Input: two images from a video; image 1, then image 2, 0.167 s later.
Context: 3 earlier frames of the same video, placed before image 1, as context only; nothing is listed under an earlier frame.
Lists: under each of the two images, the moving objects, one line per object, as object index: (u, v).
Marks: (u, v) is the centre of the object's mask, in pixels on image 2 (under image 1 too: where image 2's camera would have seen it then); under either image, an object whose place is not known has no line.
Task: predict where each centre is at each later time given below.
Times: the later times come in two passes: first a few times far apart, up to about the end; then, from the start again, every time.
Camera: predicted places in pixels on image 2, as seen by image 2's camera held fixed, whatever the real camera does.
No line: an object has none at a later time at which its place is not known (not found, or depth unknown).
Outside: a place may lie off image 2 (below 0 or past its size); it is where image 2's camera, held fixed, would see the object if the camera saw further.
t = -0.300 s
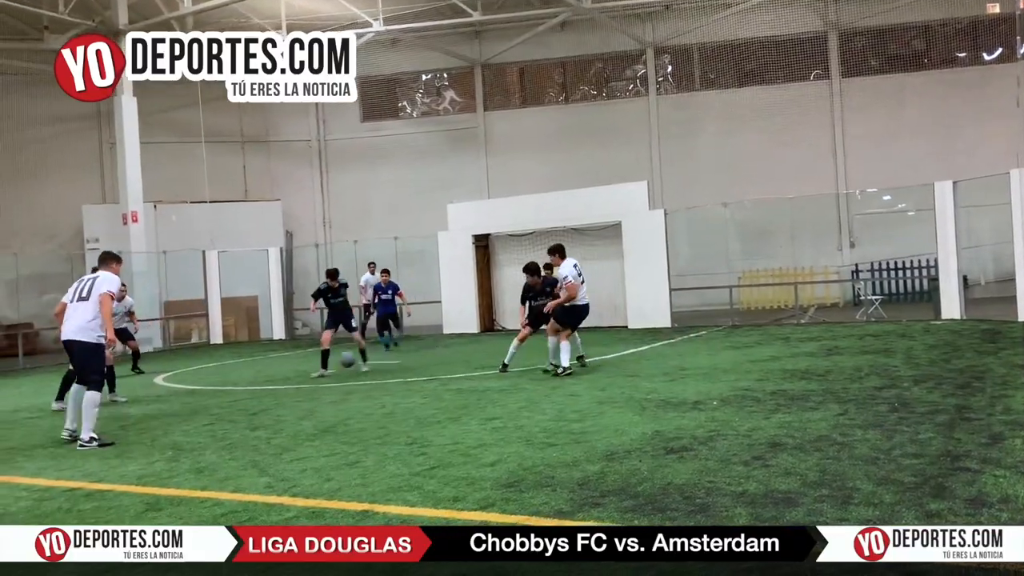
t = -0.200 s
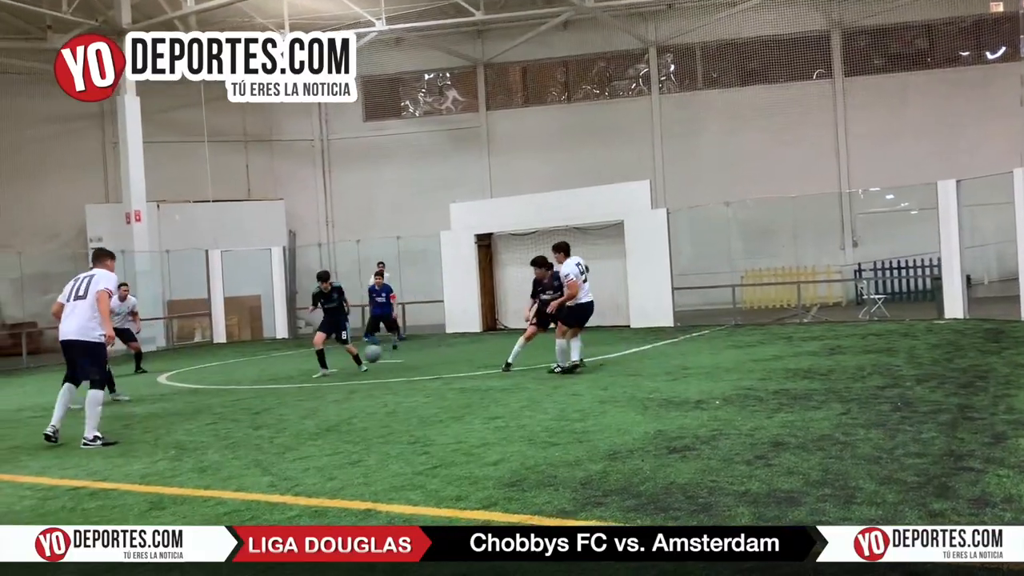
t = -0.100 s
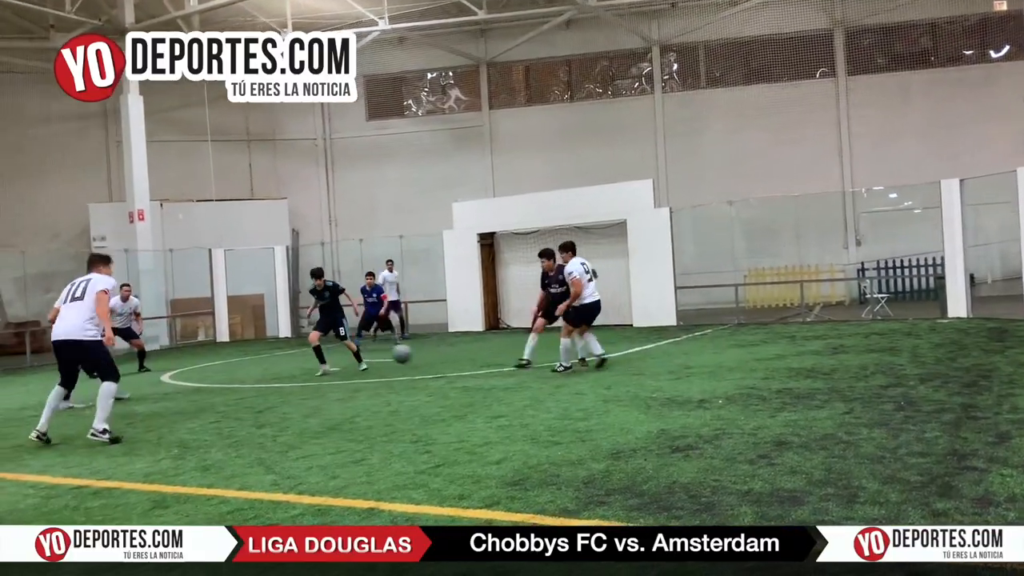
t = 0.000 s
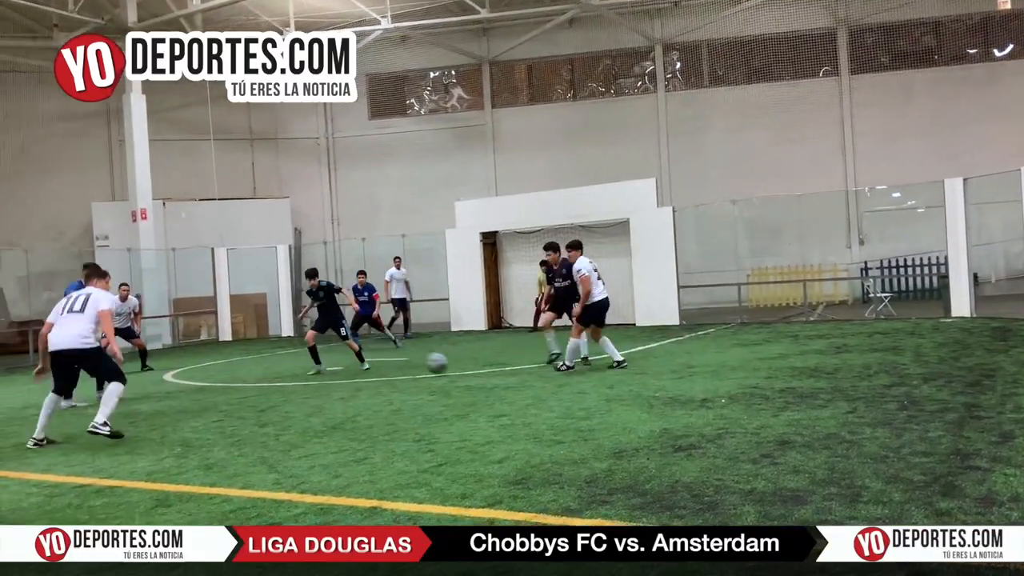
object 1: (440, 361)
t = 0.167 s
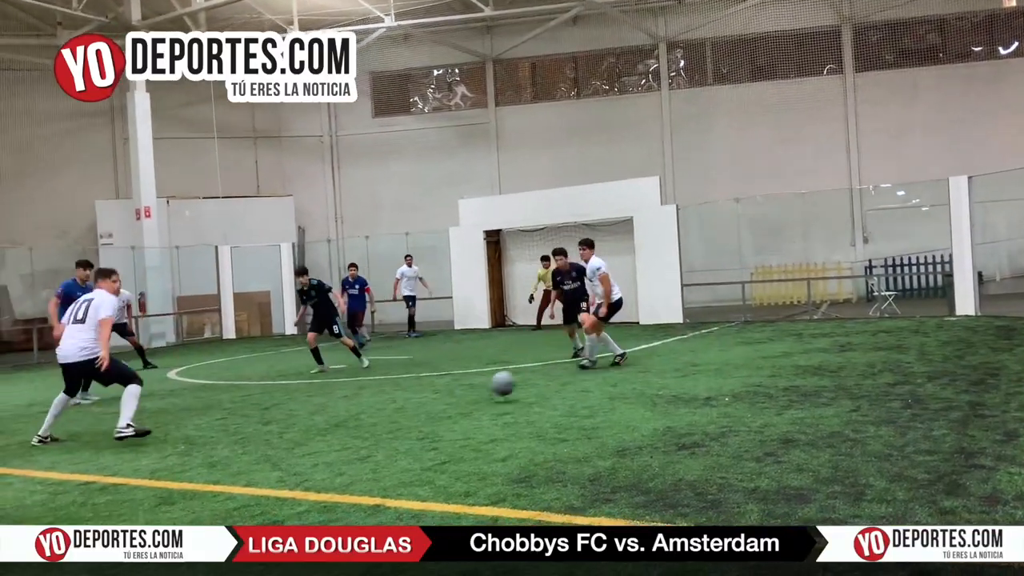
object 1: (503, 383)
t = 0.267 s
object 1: (537, 376)
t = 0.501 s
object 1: (639, 406)
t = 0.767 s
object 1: (746, 408)
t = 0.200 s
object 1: (514, 380)
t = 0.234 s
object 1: (525, 377)
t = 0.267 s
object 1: (537, 376)
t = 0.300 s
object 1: (549, 375)
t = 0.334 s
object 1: (562, 376)
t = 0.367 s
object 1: (575, 379)
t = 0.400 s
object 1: (590, 382)
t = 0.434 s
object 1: (606, 388)
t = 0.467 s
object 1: (622, 396)
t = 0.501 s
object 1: (639, 406)
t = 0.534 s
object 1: (658, 419)
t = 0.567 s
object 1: (669, 415)
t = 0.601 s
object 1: (681, 409)
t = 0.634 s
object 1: (693, 405)
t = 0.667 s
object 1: (705, 404)
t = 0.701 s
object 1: (718, 404)
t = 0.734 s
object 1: (731, 405)
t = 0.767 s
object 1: (746, 408)
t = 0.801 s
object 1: (761, 413)
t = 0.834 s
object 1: (776, 421)
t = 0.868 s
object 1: (791, 430)
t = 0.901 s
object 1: (812, 444)
